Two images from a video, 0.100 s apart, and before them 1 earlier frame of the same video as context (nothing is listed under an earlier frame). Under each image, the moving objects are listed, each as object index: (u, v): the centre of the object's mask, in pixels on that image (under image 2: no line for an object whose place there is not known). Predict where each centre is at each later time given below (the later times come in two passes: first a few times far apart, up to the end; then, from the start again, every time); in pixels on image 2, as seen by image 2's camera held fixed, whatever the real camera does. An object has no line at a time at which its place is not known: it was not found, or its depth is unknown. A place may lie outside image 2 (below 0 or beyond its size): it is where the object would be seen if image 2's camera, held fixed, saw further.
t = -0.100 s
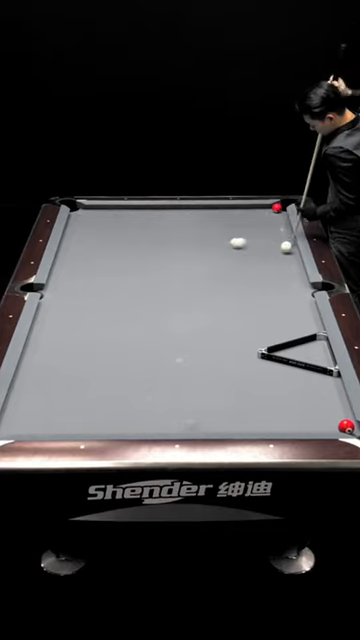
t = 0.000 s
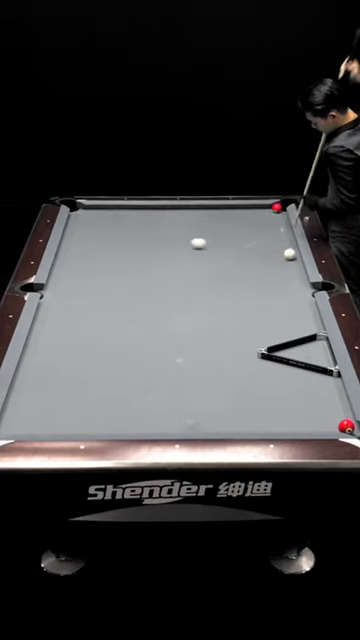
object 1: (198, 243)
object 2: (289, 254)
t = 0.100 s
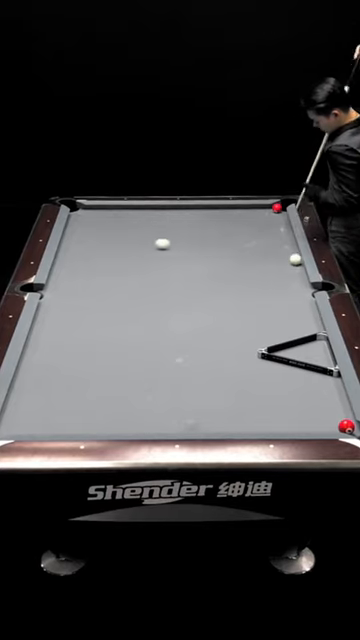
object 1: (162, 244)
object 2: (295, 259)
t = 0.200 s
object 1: (129, 244)
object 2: (295, 263)
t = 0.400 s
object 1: (66, 244)
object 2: (296, 268)
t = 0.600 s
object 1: (106, 245)
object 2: (297, 269)
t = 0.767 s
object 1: (134, 245)
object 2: (299, 267)
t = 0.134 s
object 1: (151, 244)
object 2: (297, 261)
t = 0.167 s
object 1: (140, 244)
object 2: (296, 262)
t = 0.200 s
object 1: (129, 244)
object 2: (295, 263)
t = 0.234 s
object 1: (119, 244)
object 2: (294, 264)
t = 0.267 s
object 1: (108, 244)
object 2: (294, 266)
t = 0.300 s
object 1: (97, 244)
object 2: (294, 266)
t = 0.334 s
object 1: (87, 244)
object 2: (294, 267)
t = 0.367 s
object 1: (76, 244)
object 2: (295, 268)
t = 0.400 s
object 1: (66, 244)
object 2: (296, 268)
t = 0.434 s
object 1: (69, 244)
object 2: (297, 269)
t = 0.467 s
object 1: (77, 244)
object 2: (298, 269)
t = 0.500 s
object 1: (84, 245)
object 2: (299, 269)
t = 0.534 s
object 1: (92, 244)
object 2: (298, 269)
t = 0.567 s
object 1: (99, 245)
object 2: (297, 269)
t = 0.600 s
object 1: (106, 245)
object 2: (297, 269)
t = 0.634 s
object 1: (112, 245)
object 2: (297, 269)
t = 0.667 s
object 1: (118, 245)
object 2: (297, 268)
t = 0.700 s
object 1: (123, 245)
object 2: (297, 268)
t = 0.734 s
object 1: (129, 245)
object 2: (298, 267)
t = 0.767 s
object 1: (134, 245)
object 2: (299, 267)
